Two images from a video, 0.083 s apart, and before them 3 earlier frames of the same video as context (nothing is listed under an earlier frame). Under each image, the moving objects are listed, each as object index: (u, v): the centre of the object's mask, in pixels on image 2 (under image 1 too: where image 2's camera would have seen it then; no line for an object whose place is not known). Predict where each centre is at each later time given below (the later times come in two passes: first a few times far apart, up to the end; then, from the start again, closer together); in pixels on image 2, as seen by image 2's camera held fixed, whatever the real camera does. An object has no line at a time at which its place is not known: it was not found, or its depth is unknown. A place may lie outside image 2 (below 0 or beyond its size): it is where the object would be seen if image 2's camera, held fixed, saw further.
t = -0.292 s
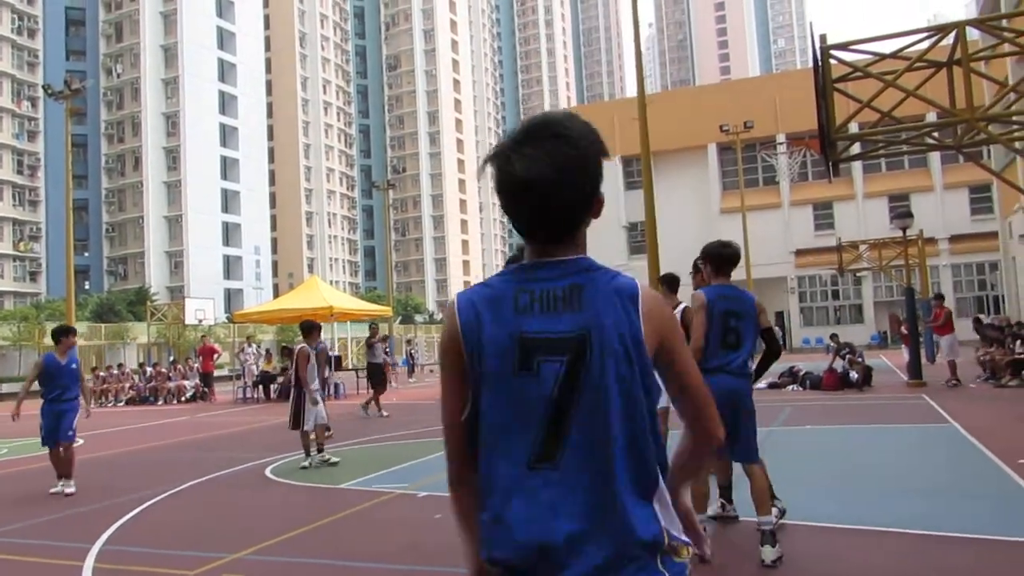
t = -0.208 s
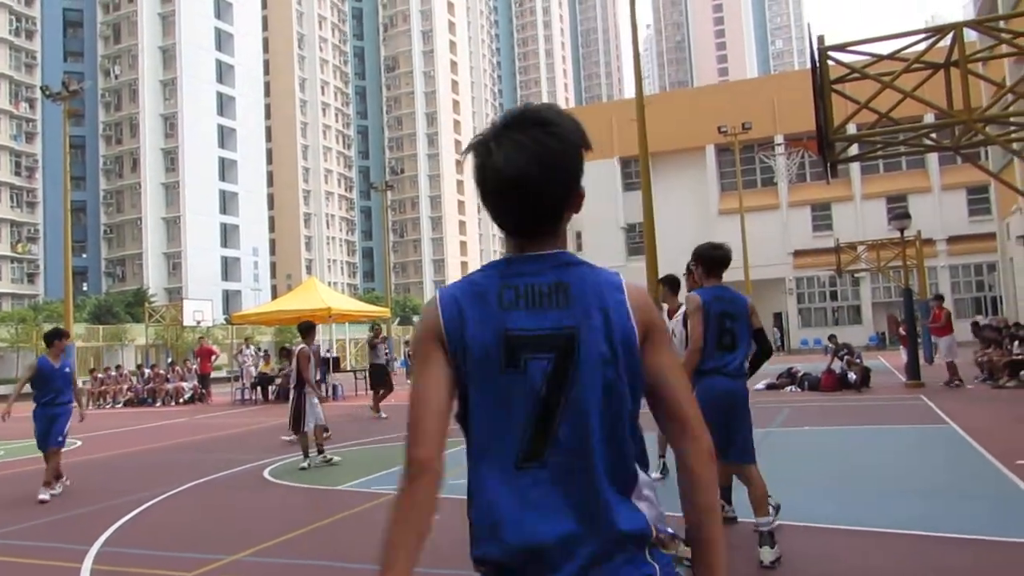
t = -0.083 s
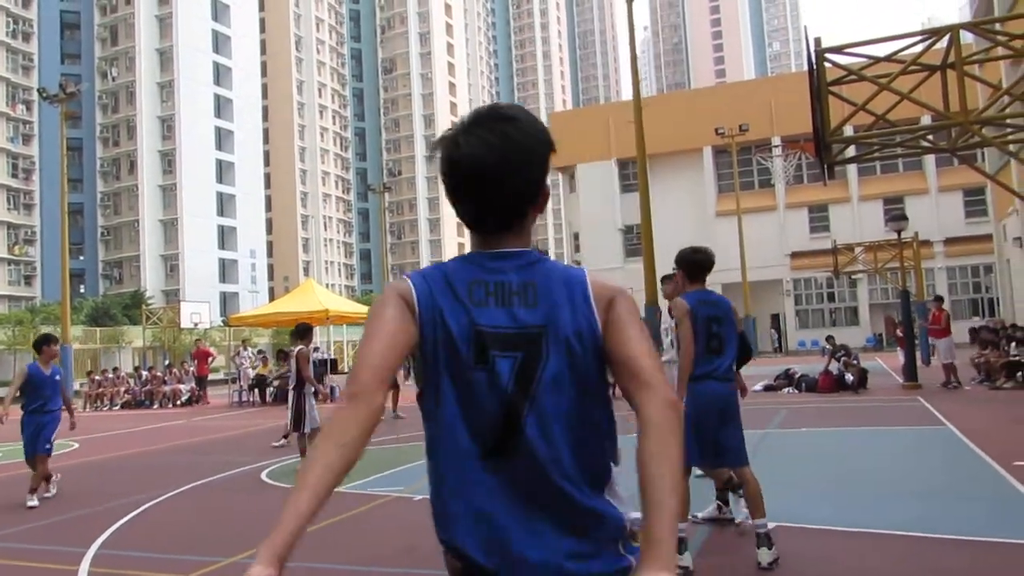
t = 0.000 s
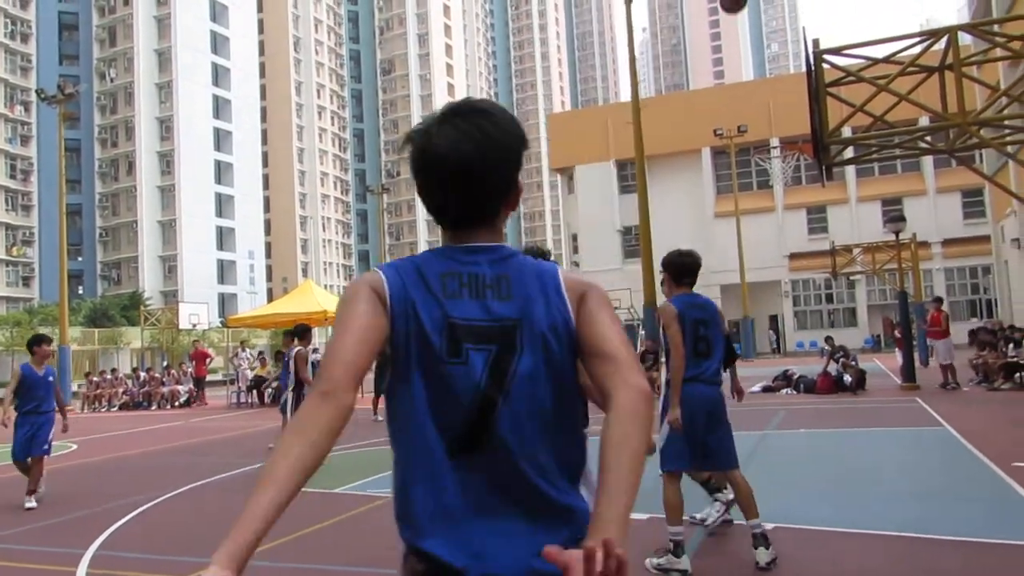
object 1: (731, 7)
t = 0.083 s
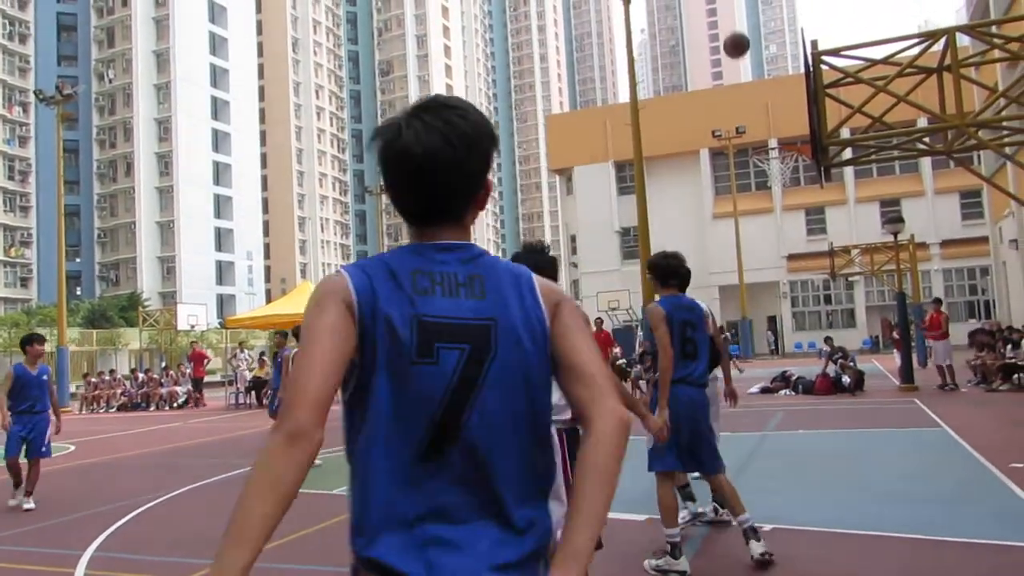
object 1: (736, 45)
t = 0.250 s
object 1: (746, 141)
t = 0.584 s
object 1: (670, 167)
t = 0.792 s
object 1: (631, 220)
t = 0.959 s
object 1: (608, 280)
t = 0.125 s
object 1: (738, 68)
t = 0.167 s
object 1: (741, 91)
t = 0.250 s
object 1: (746, 141)
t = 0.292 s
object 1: (738, 144)
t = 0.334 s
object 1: (726, 143)
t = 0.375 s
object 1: (716, 143)
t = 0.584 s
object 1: (670, 167)
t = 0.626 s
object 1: (662, 174)
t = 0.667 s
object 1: (655, 183)
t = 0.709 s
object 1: (647, 194)
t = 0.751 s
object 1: (639, 207)
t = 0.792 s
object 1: (631, 220)
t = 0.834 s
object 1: (625, 234)
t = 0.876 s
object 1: (617, 250)
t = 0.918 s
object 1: (613, 265)
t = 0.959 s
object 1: (608, 280)
